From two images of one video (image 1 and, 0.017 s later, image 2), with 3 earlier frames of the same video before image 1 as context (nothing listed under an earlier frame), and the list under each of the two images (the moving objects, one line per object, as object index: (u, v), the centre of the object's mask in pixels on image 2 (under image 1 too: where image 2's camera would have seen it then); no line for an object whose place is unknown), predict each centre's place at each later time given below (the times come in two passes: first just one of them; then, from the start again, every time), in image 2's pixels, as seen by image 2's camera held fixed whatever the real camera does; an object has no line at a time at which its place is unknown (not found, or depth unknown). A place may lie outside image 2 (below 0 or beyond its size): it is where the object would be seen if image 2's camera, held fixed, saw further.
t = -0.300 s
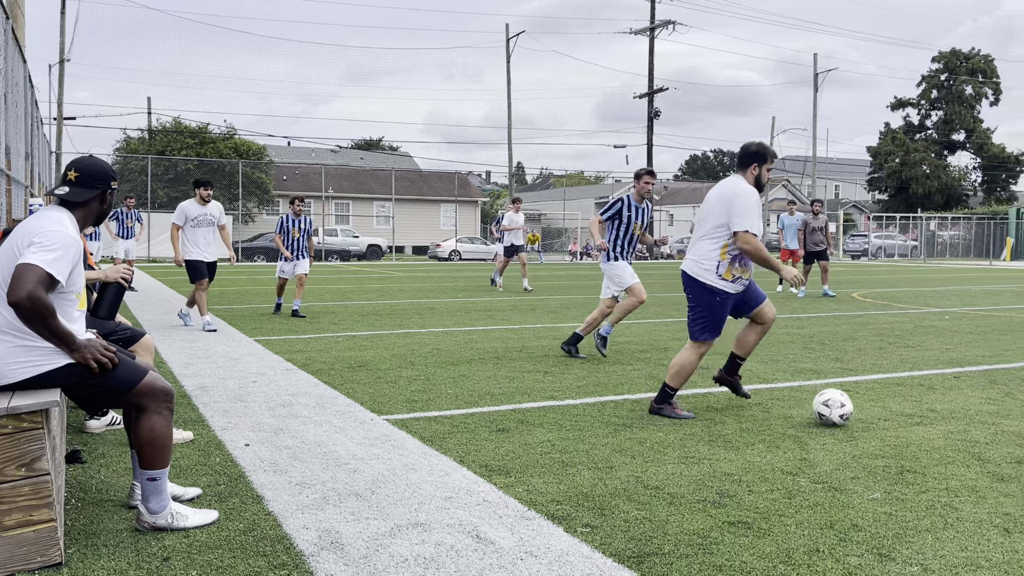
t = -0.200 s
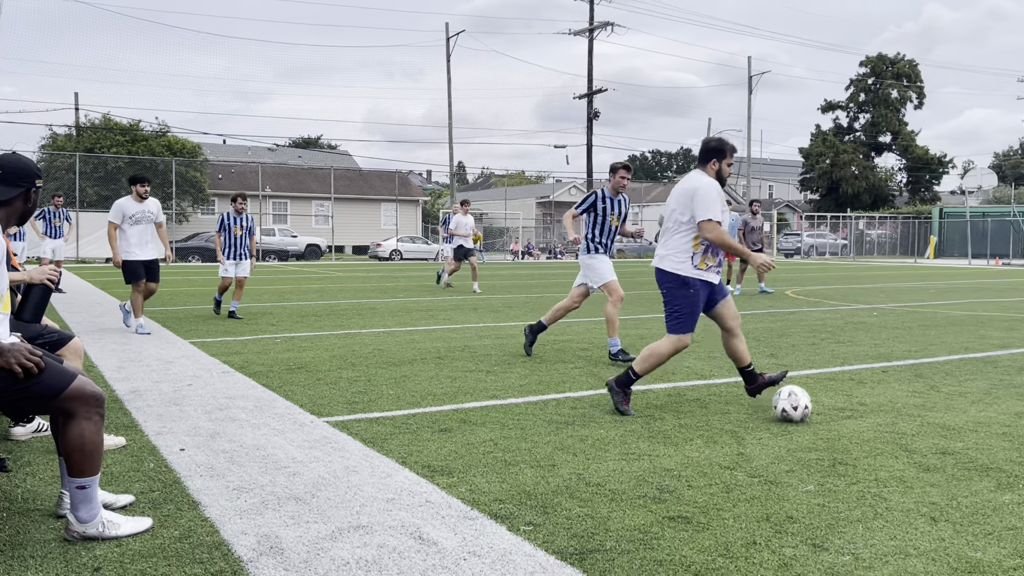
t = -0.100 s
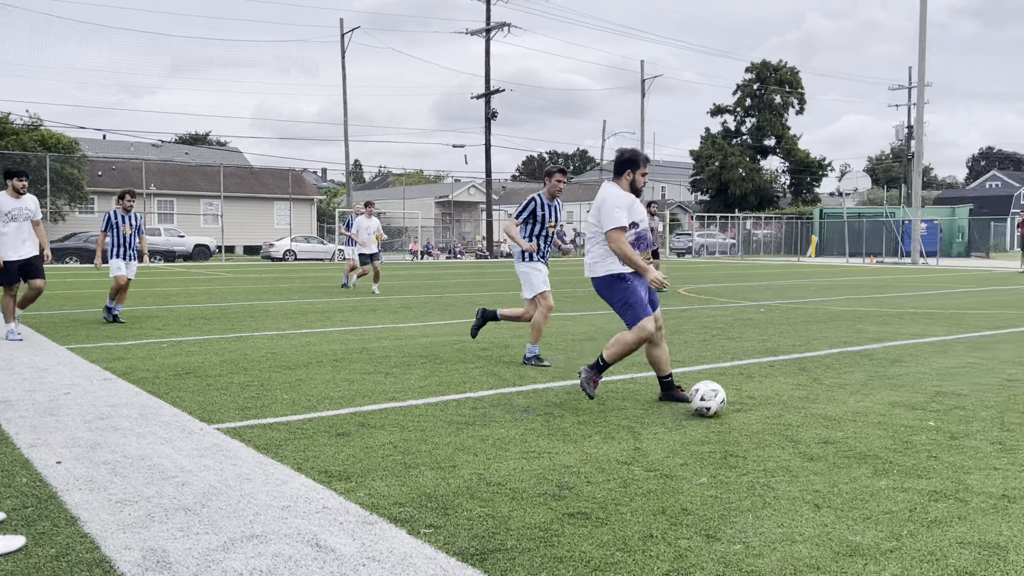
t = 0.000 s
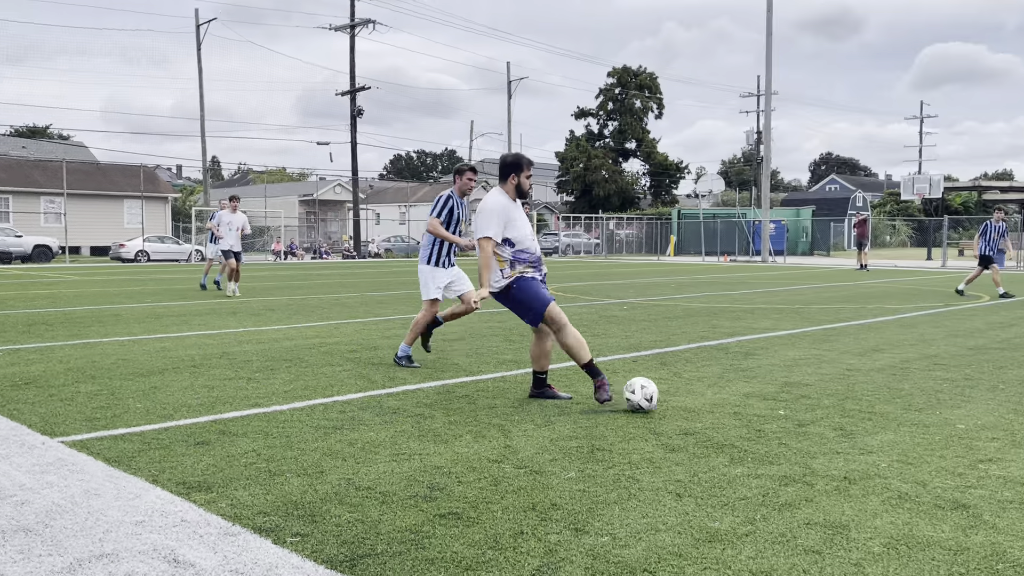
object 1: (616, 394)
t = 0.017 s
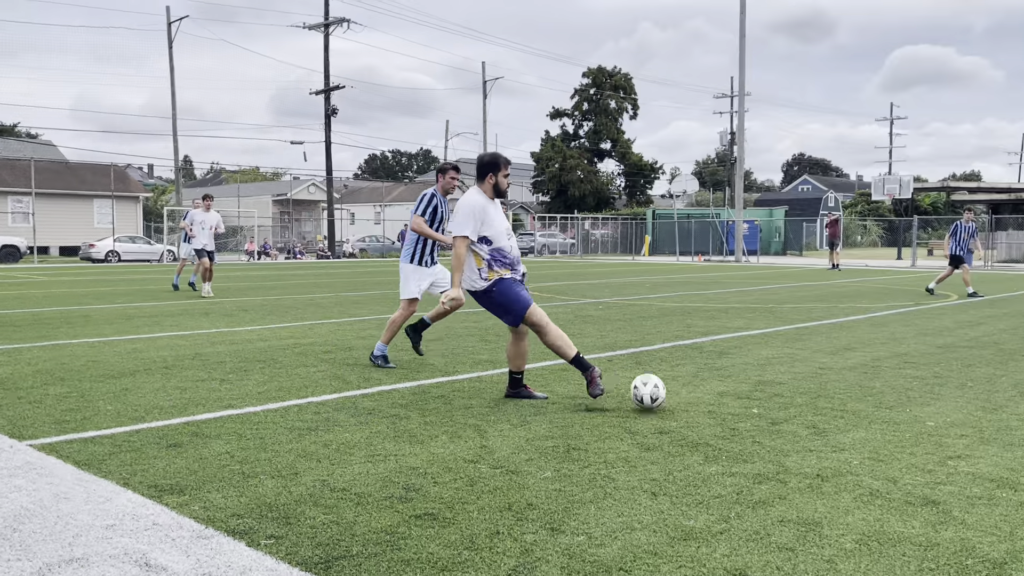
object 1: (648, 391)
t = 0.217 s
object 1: (1023, 399)
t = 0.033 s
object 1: (680, 389)
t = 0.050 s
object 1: (710, 387)
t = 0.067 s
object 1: (742, 386)
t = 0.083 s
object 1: (773, 385)
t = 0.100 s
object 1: (805, 385)
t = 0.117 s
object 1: (836, 385)
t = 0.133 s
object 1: (867, 385)
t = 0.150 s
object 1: (898, 387)
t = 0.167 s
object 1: (930, 389)
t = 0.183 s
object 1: (961, 392)
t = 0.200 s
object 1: (992, 395)
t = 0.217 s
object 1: (1023, 399)
